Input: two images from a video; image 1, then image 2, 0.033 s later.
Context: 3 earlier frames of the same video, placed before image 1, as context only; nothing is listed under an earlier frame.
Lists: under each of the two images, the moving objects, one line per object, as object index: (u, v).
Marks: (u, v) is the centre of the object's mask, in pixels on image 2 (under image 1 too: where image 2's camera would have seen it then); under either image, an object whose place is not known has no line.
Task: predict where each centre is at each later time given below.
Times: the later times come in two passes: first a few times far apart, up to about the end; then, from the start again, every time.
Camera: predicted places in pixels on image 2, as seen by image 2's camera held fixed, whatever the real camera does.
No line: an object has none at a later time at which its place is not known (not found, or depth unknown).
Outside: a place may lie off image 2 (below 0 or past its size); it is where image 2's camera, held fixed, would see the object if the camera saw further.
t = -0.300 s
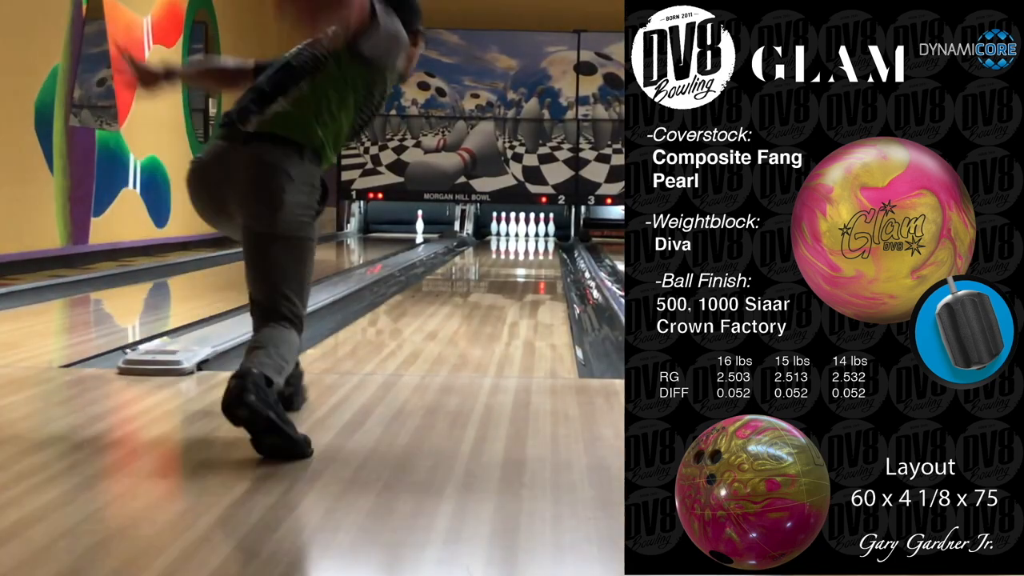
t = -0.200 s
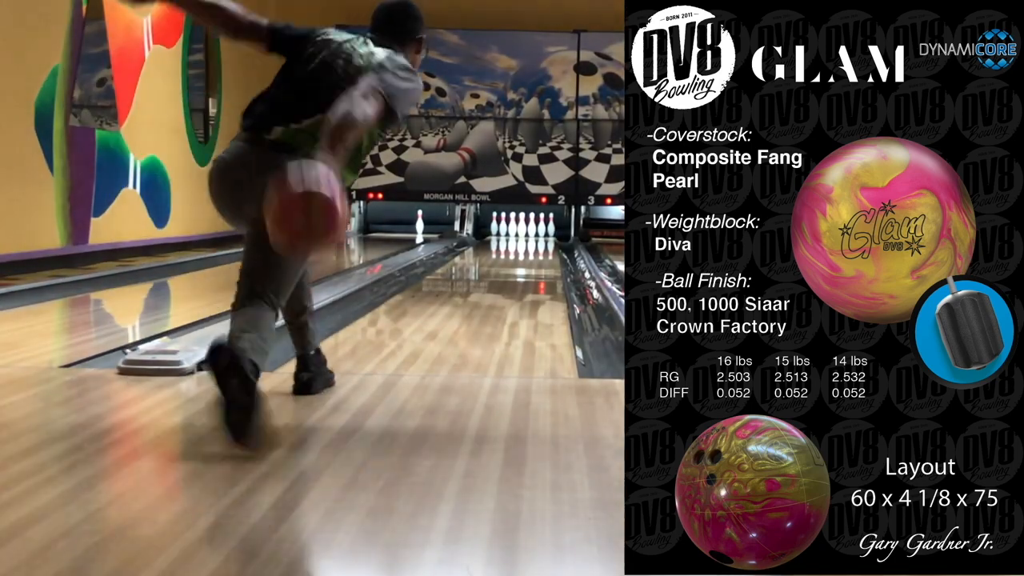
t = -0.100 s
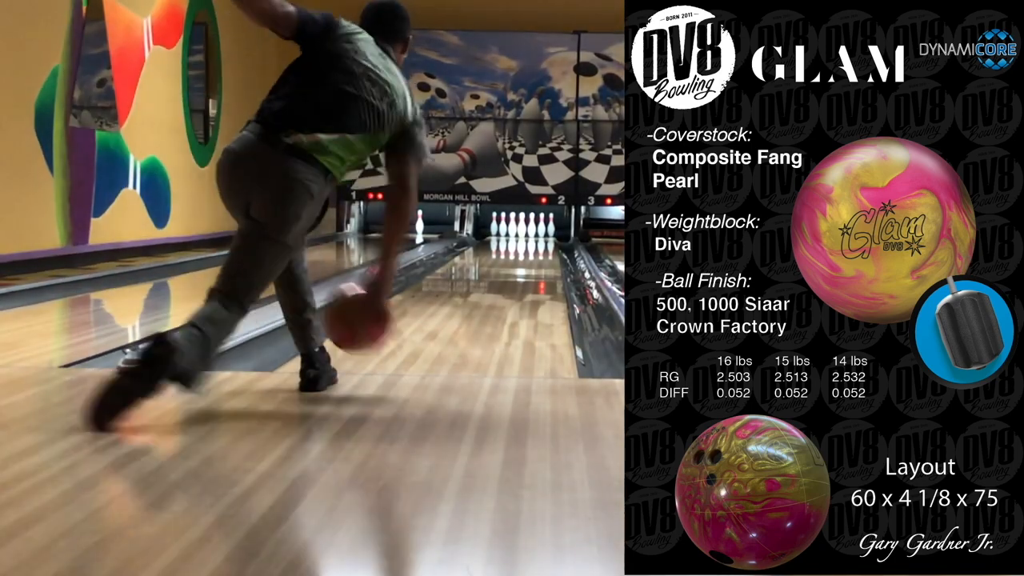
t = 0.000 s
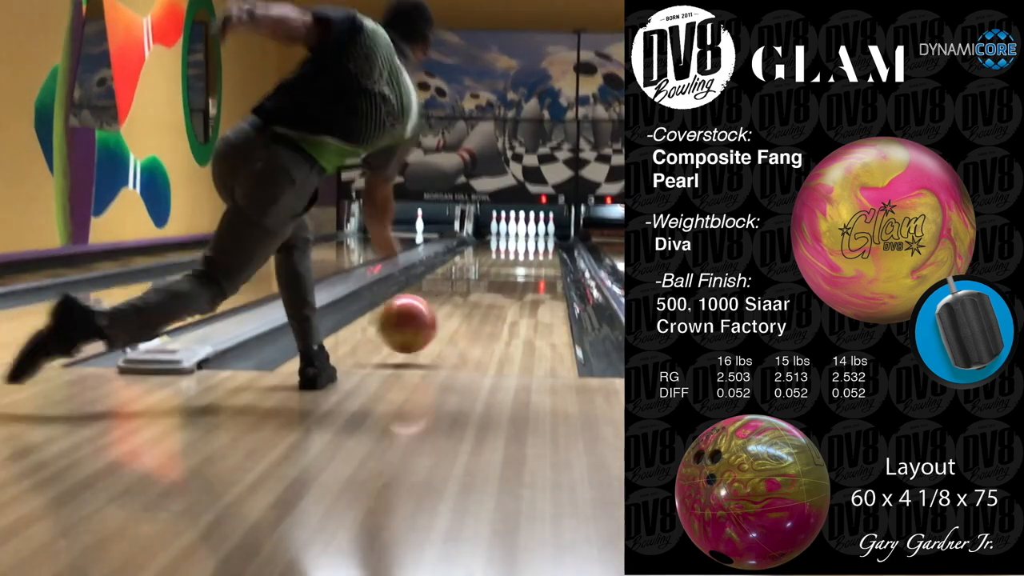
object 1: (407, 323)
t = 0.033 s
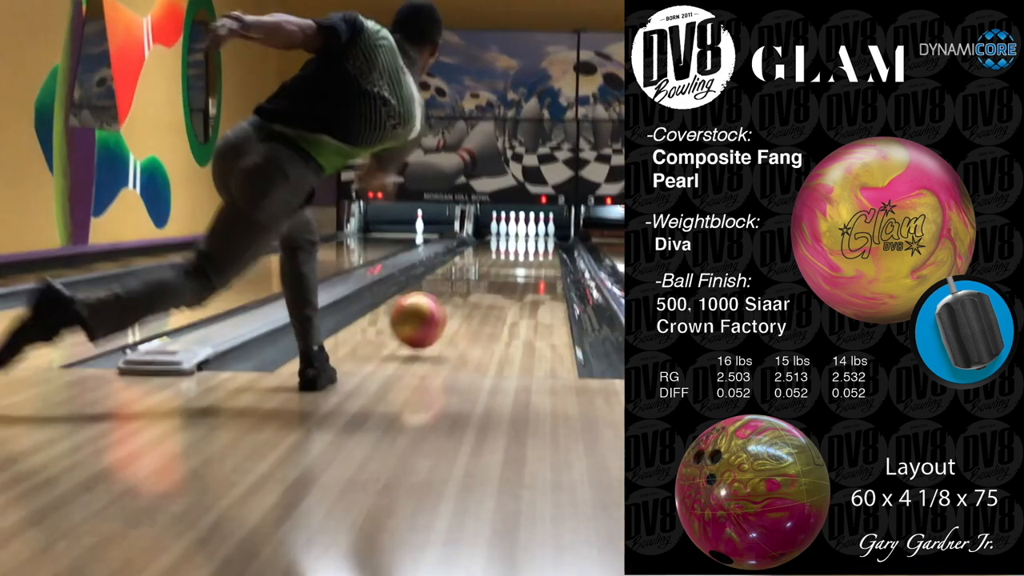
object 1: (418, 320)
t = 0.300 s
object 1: (476, 295)
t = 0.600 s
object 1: (510, 273)
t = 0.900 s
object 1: (530, 259)
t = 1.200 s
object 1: (542, 248)
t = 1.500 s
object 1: (548, 242)
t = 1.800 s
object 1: (545, 236)
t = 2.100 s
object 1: (534, 233)
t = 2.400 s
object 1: (527, 230)
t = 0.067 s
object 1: (427, 318)
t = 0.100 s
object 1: (436, 317)
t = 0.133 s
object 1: (444, 313)
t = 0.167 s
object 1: (451, 309)
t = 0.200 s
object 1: (459, 305)
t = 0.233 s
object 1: (465, 301)
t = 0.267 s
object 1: (470, 298)
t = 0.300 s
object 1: (476, 295)
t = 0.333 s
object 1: (481, 291)
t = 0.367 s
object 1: (485, 288)
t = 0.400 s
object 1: (489, 286)
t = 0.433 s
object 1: (494, 283)
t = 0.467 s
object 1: (497, 280)
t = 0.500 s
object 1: (500, 279)
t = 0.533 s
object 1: (504, 277)
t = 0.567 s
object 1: (508, 275)
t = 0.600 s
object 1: (510, 273)
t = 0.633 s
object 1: (512, 271)
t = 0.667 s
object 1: (515, 269)
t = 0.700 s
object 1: (518, 268)
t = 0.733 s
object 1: (520, 266)
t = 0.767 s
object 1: (522, 265)
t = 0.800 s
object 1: (524, 264)
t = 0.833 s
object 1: (526, 262)
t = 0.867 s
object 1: (528, 260)
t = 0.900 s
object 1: (530, 259)
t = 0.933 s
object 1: (532, 258)
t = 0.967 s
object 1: (534, 257)
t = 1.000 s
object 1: (535, 255)
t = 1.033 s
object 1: (536, 254)
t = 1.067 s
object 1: (537, 252)
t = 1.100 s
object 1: (539, 251)
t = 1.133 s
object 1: (540, 250)
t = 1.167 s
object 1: (542, 249)
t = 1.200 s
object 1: (542, 248)
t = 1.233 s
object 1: (544, 247)
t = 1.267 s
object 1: (544, 247)
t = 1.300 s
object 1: (545, 246)
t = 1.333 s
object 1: (545, 245)
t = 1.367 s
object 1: (546, 244)
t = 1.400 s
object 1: (546, 243)
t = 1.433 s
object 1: (547, 243)
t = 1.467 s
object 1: (548, 242)
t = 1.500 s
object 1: (548, 242)
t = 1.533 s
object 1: (548, 241)
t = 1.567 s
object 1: (548, 240)
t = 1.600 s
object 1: (548, 240)
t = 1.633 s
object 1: (548, 239)
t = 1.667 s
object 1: (548, 239)
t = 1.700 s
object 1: (547, 238)
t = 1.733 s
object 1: (546, 237)
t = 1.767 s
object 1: (546, 237)
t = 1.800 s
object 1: (545, 236)
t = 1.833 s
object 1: (544, 236)
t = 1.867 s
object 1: (543, 235)
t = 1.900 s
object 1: (542, 235)
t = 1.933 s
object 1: (542, 234)
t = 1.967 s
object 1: (541, 234)
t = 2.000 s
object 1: (539, 234)
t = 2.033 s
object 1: (537, 234)
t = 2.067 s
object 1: (535, 234)
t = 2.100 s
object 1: (534, 233)
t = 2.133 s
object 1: (532, 233)
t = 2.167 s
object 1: (531, 232)
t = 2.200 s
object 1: (530, 231)
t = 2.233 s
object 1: (527, 231)
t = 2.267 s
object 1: (528, 231)
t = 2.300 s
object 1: (527, 231)
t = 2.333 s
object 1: (526, 230)
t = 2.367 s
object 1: (527, 230)
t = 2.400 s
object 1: (527, 230)
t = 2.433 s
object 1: (527, 229)
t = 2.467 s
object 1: (527, 230)
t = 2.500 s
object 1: (527, 229)
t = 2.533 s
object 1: (528, 229)
